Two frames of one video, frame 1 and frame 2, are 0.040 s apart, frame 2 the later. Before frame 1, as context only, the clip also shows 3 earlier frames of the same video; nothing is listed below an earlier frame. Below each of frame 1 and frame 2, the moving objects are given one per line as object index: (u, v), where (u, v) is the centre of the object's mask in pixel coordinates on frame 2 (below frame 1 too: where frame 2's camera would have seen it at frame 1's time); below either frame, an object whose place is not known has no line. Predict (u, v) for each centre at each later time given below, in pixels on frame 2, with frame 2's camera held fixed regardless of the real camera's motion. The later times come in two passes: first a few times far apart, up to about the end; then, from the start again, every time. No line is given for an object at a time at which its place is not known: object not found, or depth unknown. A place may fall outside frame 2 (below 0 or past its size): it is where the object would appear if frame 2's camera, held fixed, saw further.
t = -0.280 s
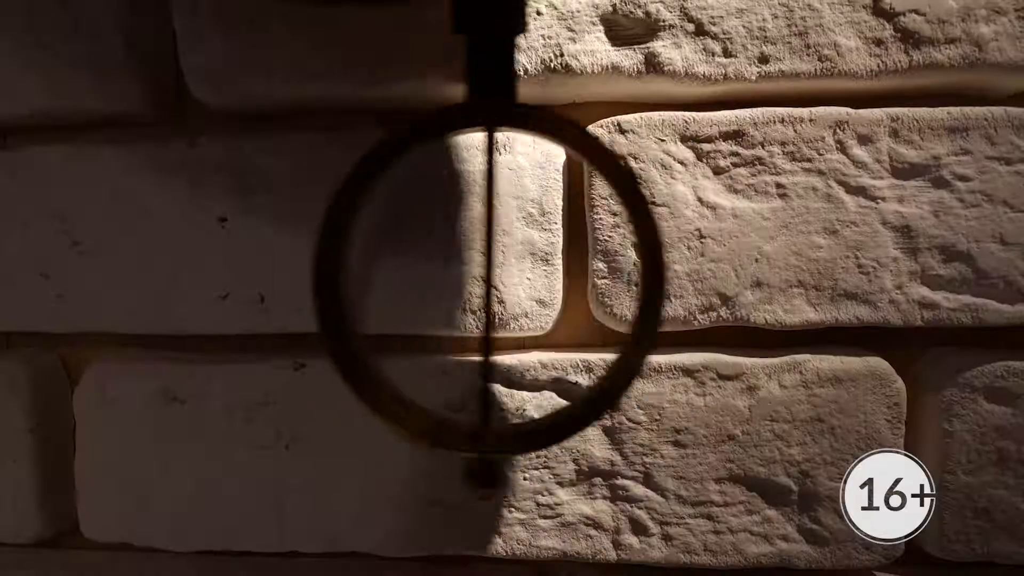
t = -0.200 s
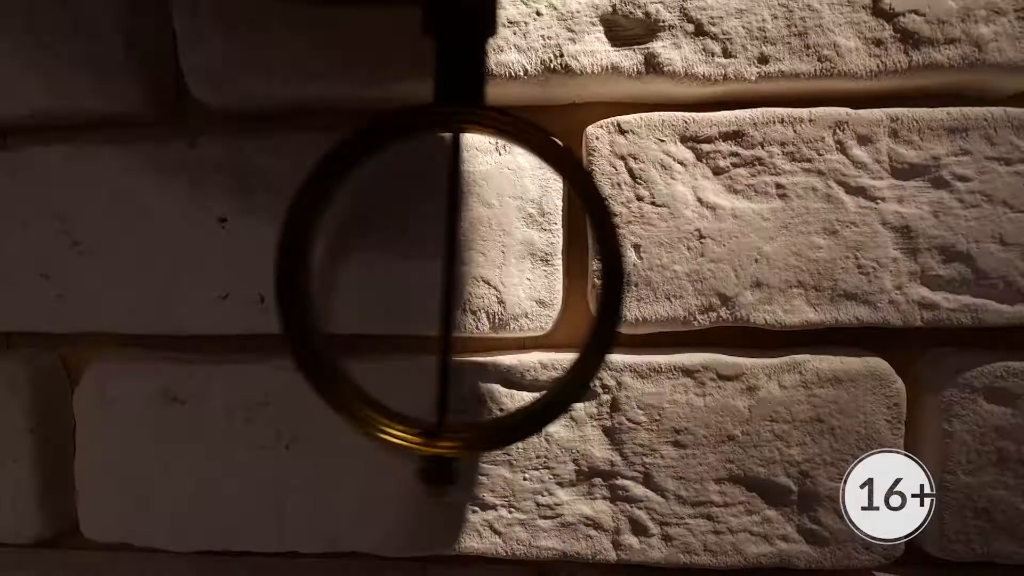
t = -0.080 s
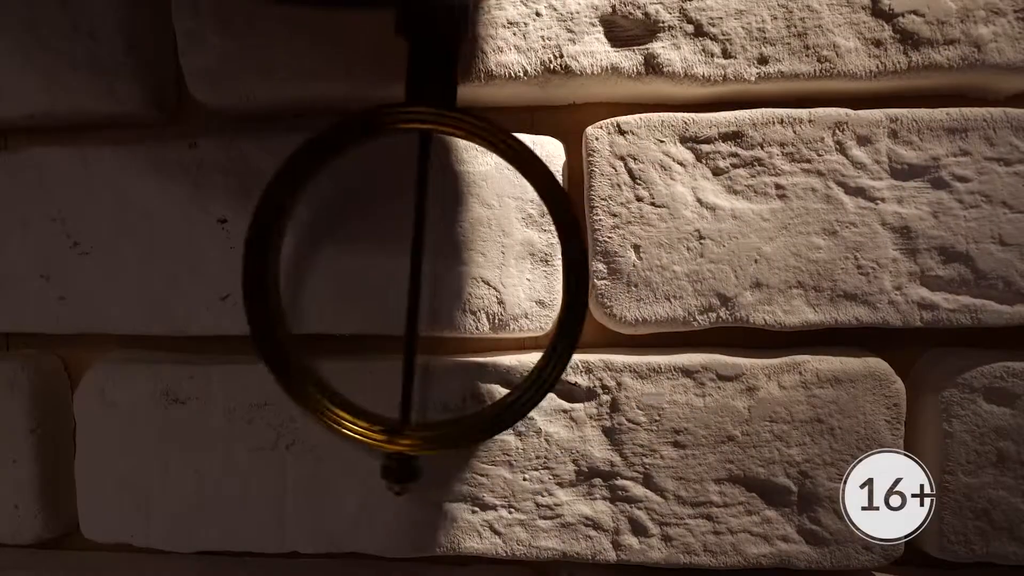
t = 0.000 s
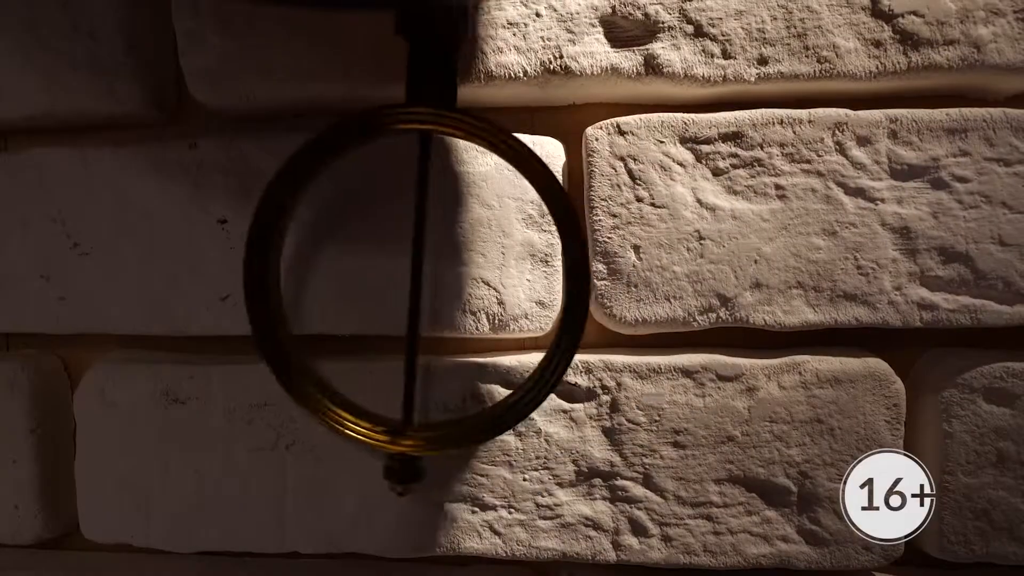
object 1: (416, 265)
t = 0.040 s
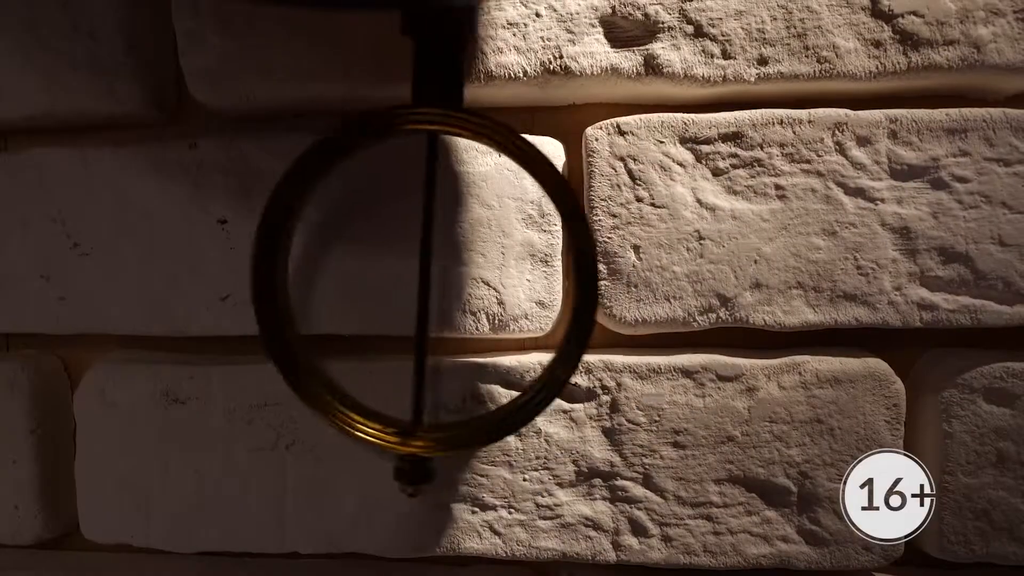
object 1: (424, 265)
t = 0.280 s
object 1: (533, 263)
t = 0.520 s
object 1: (560, 267)
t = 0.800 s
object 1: (430, 263)
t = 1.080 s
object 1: (458, 265)
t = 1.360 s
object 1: (578, 266)
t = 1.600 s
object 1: (499, 264)
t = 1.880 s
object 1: (418, 264)
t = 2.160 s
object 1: (523, 263)
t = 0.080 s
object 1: (437, 265)
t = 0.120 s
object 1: (453, 265)
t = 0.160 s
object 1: (472, 265)
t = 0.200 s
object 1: (492, 264)
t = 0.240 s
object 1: (513, 264)
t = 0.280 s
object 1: (533, 263)
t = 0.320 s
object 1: (554, 267)
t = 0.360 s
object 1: (568, 266)
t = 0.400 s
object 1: (577, 266)
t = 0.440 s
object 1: (579, 266)
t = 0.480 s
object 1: (572, 266)
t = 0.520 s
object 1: (560, 267)
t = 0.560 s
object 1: (540, 261)
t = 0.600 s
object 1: (521, 261)
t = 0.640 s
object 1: (500, 263)
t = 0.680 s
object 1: (480, 263)
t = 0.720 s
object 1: (461, 264)
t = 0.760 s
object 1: (444, 264)
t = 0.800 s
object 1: (430, 263)
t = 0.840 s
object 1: (420, 263)
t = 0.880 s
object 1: (415, 264)
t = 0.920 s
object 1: (415, 264)
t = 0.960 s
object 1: (419, 264)
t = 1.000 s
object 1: (428, 264)
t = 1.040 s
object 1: (441, 264)
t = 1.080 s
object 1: (458, 265)
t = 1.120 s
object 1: (477, 264)
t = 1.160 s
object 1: (498, 265)
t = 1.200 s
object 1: (519, 264)
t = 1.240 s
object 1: (541, 267)
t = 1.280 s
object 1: (558, 267)
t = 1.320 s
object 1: (571, 266)
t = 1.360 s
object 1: (578, 266)
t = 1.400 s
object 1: (578, 266)
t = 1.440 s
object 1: (571, 266)
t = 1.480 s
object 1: (558, 267)
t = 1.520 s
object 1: (538, 262)
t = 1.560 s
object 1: (519, 263)
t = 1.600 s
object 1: (499, 264)
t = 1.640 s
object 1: (479, 264)
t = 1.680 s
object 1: (460, 264)
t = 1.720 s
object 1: (444, 265)
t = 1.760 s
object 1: (431, 264)
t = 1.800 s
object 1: (422, 264)
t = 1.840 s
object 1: (417, 264)
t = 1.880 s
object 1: (418, 264)
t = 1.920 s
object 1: (422, 264)
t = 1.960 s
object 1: (432, 264)
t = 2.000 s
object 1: (446, 264)
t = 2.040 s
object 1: (463, 265)
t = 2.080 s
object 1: (482, 264)
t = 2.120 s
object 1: (502, 264)
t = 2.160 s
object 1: (523, 263)
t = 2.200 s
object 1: (541, 262)
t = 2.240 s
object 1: (561, 267)
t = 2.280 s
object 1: (573, 266)
